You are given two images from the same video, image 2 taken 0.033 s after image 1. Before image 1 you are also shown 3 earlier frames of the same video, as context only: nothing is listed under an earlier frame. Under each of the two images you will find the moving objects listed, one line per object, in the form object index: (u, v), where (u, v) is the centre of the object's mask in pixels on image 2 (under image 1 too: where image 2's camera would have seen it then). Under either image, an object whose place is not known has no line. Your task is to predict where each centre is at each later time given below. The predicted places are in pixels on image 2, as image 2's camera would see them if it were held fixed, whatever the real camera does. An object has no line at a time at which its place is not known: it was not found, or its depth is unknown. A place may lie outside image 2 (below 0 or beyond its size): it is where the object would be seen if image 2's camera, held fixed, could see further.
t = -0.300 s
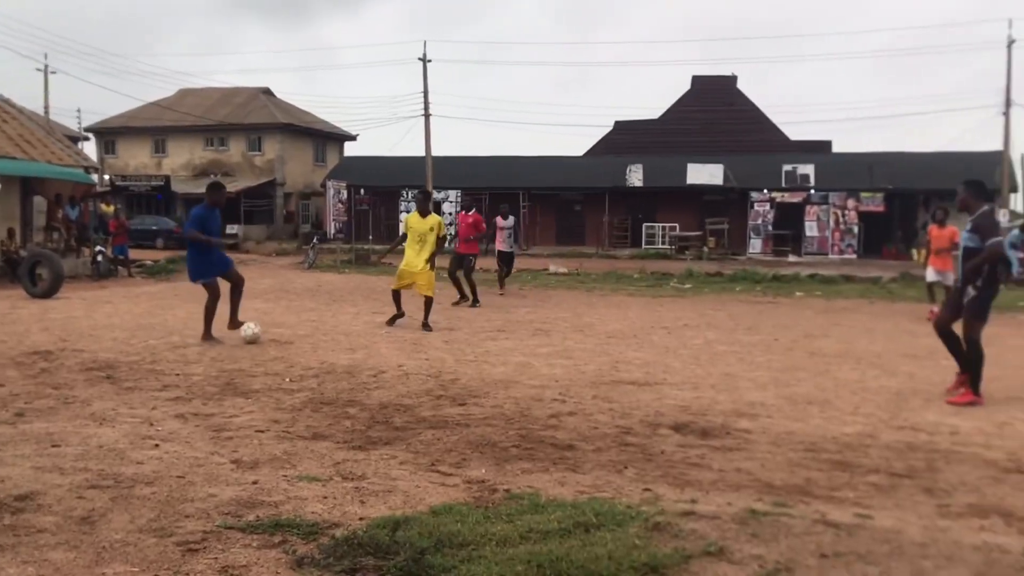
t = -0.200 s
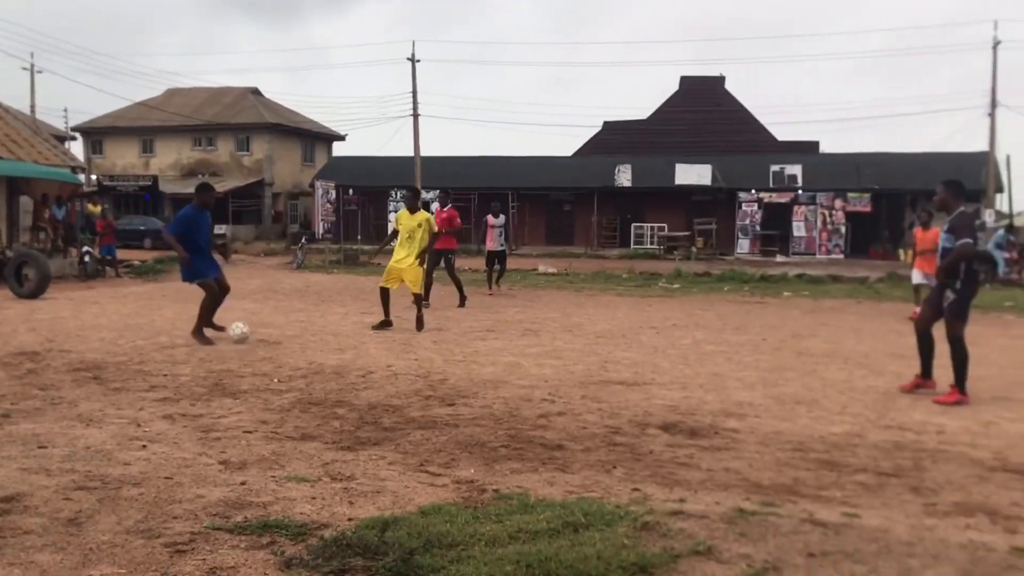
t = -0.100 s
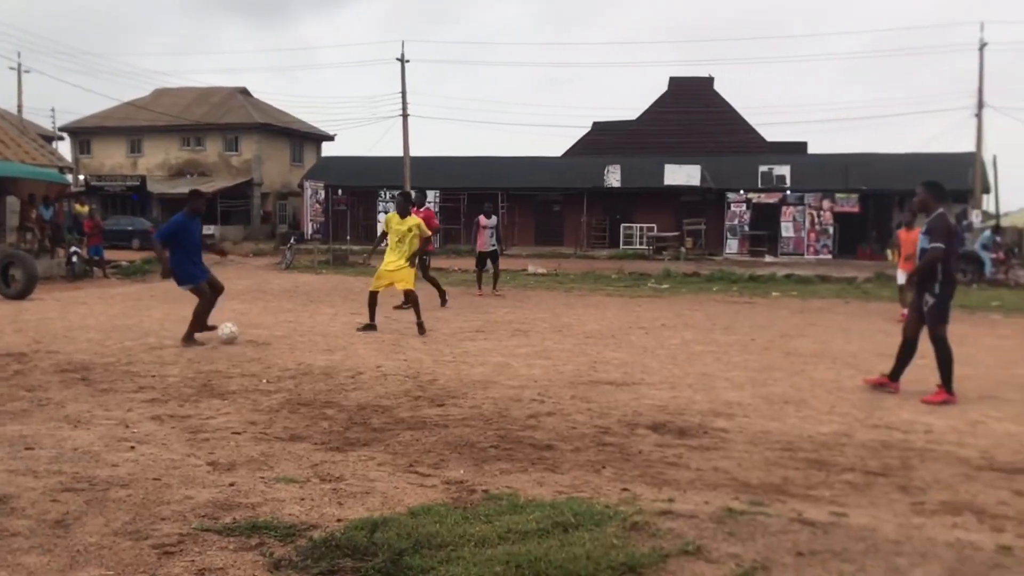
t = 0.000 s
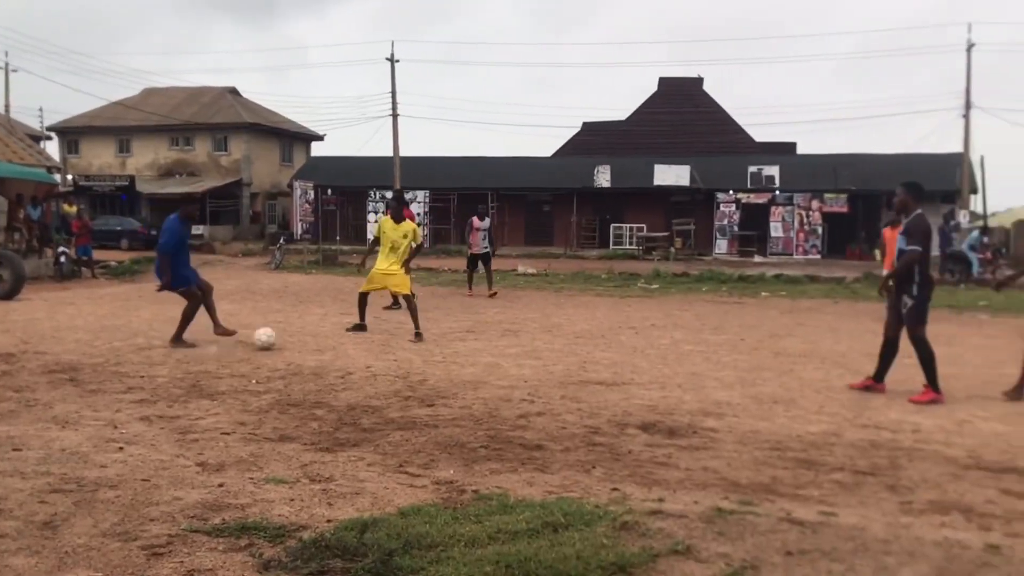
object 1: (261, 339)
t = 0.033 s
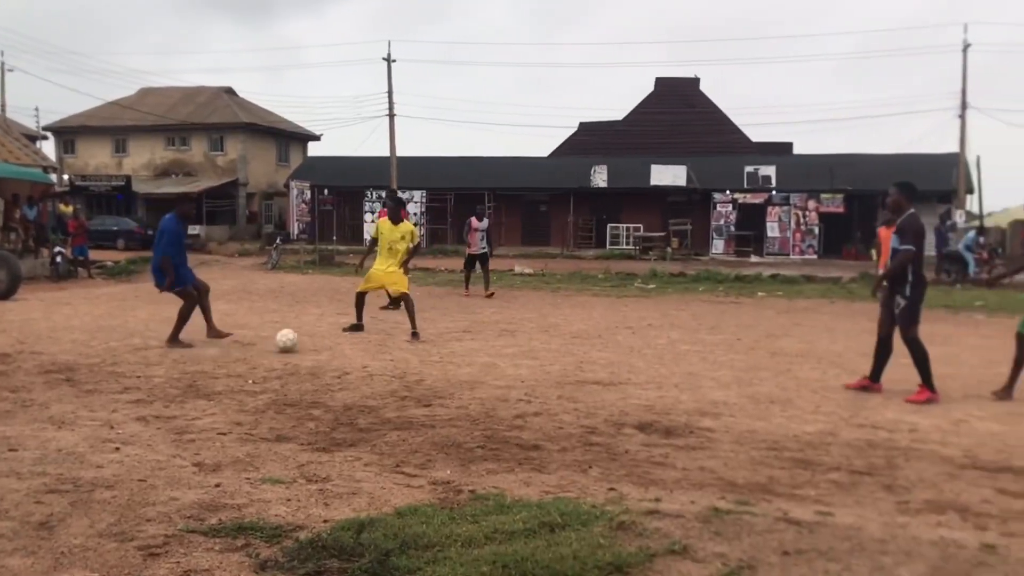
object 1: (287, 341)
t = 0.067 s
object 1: (311, 341)
